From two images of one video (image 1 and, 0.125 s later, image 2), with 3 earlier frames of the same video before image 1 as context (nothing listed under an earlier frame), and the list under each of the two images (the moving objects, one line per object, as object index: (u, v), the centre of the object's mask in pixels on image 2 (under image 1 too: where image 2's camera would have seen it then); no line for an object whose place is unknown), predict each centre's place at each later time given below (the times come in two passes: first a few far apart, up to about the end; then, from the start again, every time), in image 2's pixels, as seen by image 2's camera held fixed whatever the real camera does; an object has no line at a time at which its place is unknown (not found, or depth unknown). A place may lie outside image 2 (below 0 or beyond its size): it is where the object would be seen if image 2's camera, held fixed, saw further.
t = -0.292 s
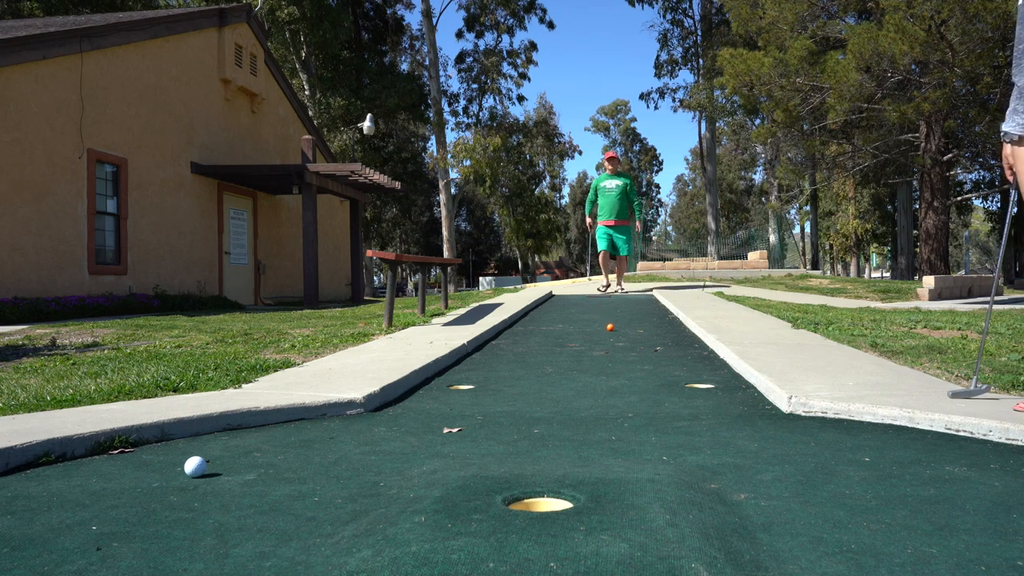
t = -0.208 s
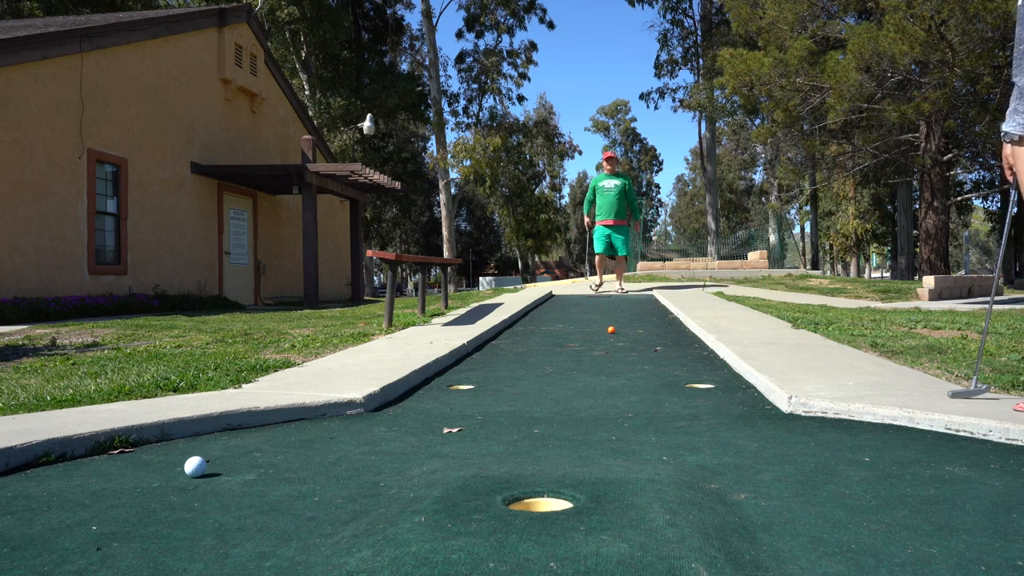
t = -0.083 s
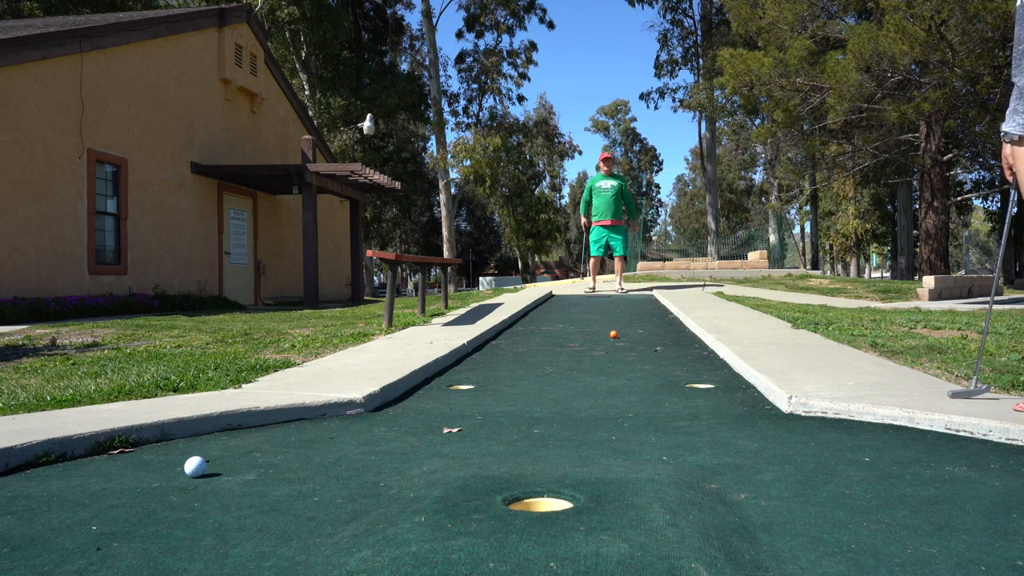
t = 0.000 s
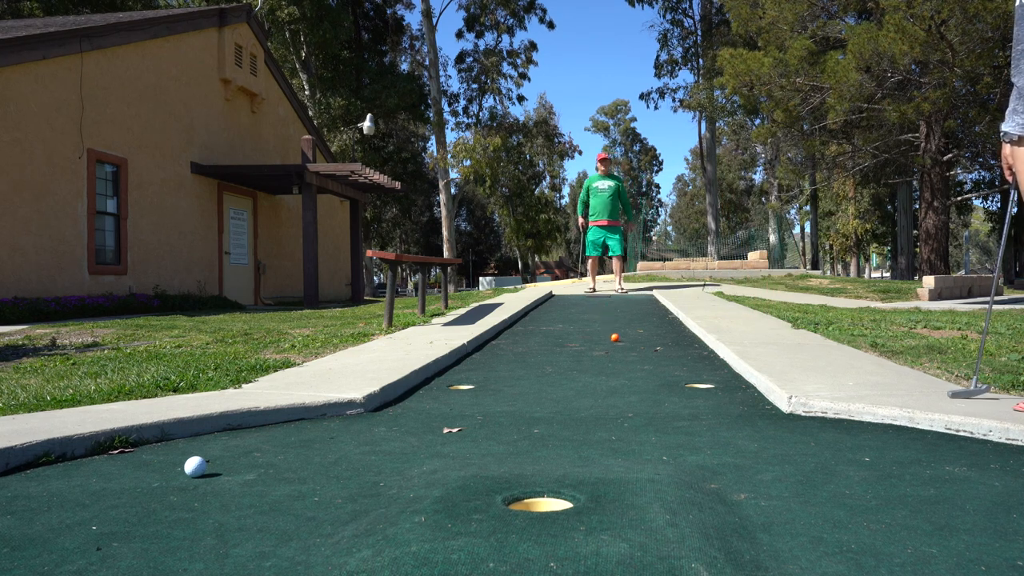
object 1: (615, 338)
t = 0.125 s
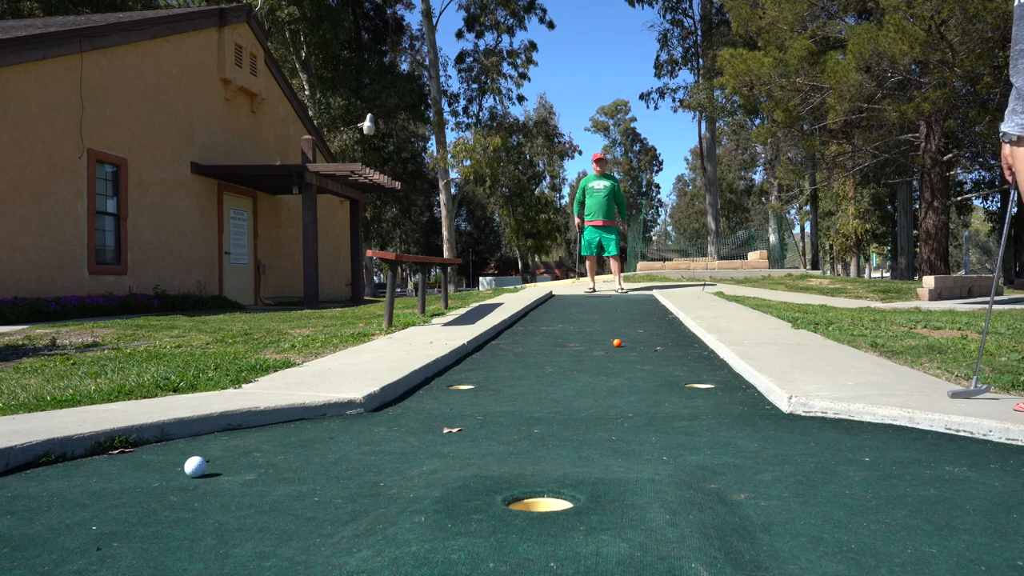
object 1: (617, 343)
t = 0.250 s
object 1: (620, 348)
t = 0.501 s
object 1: (627, 362)
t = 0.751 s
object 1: (637, 379)
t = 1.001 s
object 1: (652, 406)
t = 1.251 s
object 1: (672, 442)
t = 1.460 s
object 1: (706, 481)
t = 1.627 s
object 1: (792, 553)
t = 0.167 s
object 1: (618, 345)
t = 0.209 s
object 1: (619, 346)
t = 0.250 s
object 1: (620, 348)
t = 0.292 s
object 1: (621, 350)
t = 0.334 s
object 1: (622, 352)
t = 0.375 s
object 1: (623, 354)
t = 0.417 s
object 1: (625, 357)
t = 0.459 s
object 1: (626, 360)
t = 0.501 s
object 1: (627, 362)
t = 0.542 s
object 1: (629, 365)
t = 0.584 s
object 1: (630, 367)
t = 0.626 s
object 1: (632, 370)
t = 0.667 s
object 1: (633, 373)
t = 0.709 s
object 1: (635, 375)
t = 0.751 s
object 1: (637, 379)
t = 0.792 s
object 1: (640, 383)
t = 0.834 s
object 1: (642, 387)
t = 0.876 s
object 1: (644, 392)
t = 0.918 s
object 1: (646, 397)
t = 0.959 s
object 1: (649, 401)
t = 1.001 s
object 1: (652, 406)
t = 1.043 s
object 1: (654, 411)
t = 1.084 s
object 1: (657, 416)
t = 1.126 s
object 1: (660, 422)
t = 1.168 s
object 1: (664, 428)
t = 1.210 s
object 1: (667, 434)
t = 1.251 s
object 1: (672, 442)
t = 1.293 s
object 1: (676, 450)
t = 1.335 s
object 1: (681, 455)
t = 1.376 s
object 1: (687, 462)
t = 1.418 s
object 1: (695, 470)
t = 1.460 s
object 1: (706, 481)
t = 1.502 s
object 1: (720, 495)
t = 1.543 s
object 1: (739, 512)
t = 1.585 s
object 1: (763, 532)
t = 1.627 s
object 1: (792, 553)
